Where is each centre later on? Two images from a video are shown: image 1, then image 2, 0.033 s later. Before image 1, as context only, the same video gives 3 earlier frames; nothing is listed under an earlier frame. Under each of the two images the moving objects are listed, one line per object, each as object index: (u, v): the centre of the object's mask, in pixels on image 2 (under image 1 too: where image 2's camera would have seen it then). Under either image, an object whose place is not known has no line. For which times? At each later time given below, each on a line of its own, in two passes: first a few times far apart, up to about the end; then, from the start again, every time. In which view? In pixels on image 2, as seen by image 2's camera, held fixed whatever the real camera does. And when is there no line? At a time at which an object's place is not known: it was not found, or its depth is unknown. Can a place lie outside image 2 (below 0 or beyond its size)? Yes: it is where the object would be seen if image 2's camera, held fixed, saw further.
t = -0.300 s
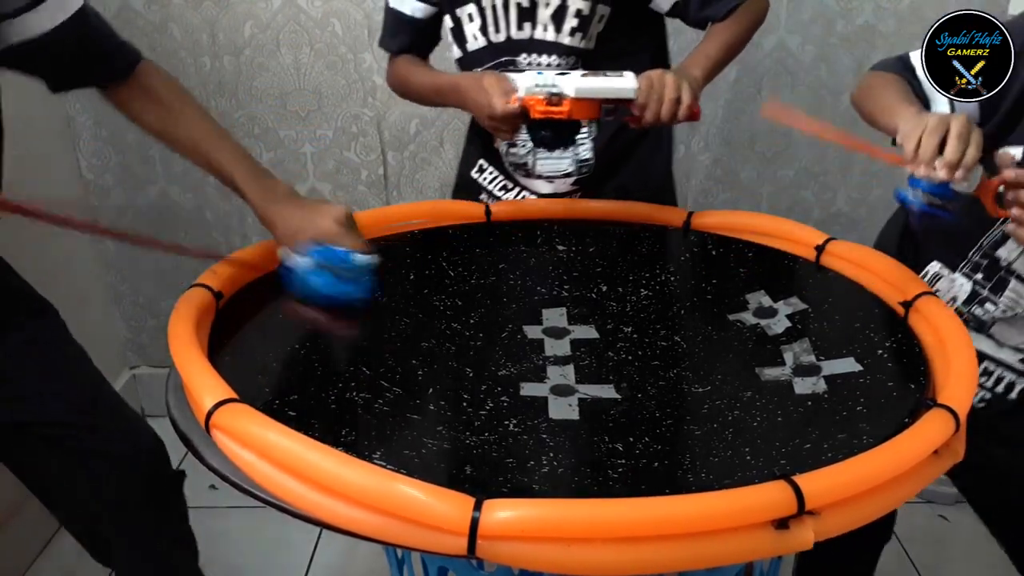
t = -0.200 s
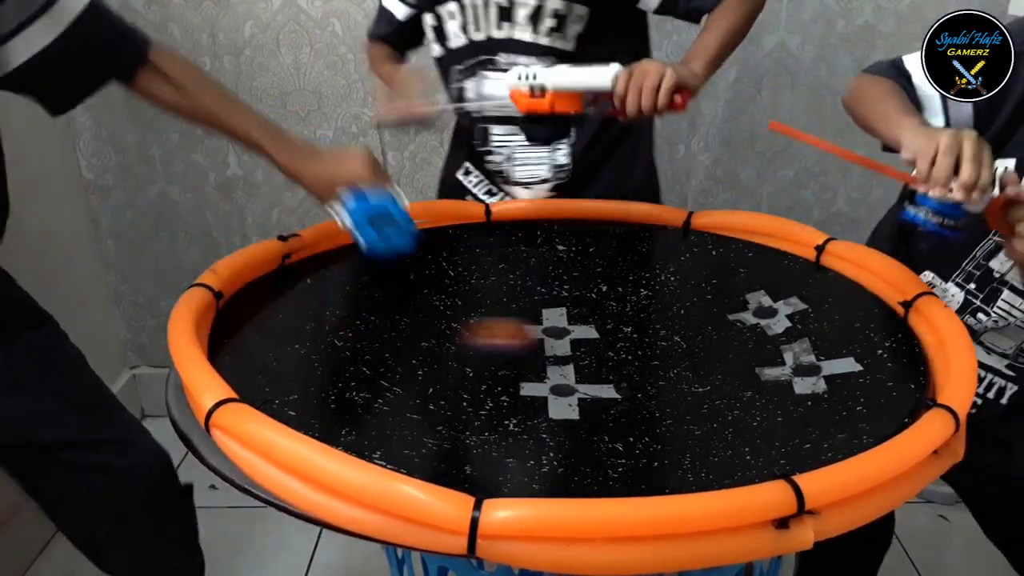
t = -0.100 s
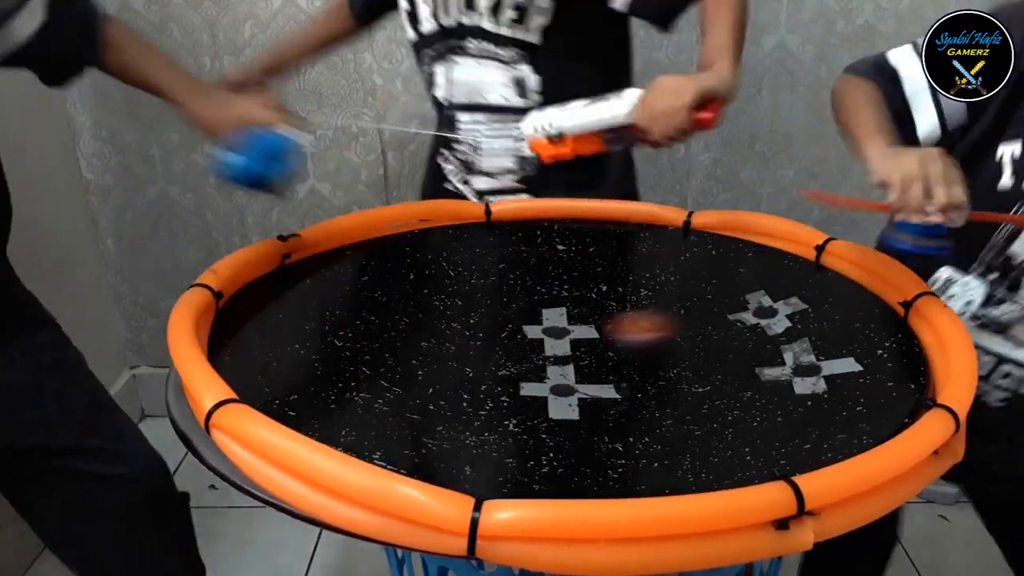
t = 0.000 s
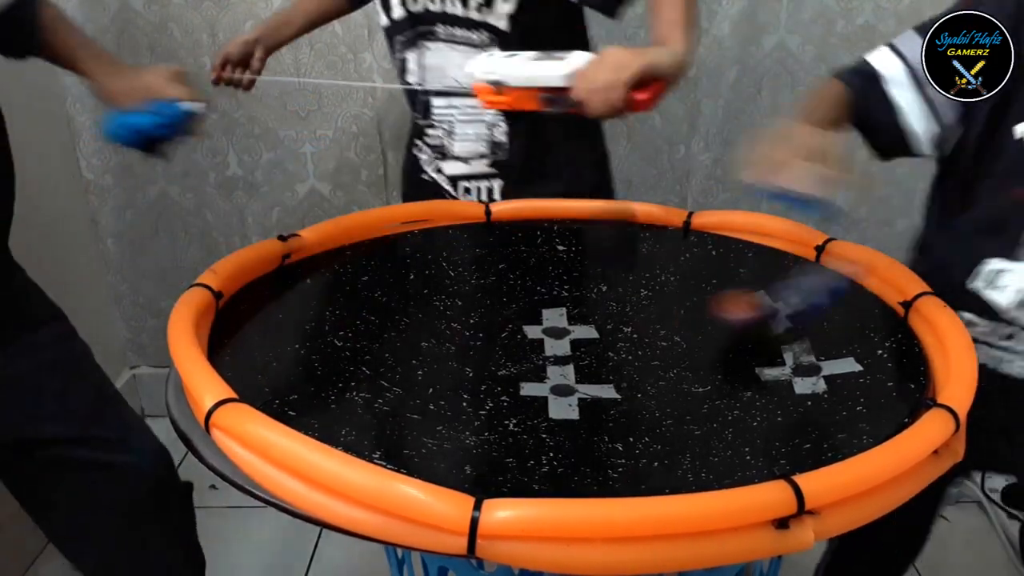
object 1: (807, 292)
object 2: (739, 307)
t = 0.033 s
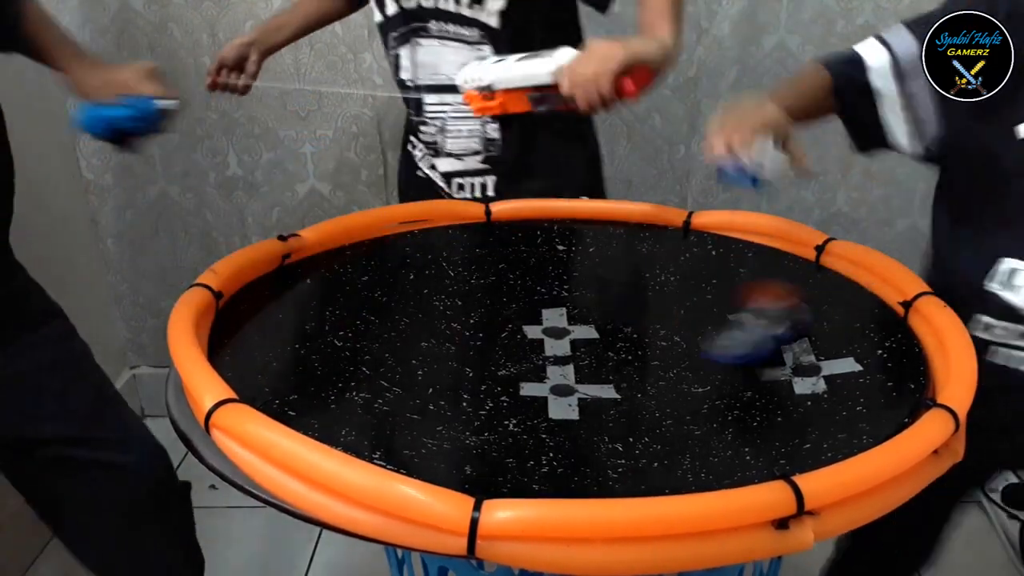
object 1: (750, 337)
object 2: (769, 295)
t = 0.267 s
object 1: (357, 342)
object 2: (817, 240)
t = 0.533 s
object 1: (322, 278)
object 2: (659, 277)
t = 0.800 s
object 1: (449, 245)
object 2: (522, 310)
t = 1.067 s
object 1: (544, 248)
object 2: (503, 363)
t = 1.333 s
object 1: (609, 274)
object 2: (621, 349)
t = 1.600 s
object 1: (615, 232)
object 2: (686, 329)
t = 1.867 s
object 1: (622, 222)
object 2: (681, 328)
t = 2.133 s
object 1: (619, 249)
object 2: (655, 326)
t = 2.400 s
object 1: (588, 302)
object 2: (621, 333)
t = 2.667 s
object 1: (485, 270)
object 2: (691, 385)
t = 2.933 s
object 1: (526, 257)
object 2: (787, 375)
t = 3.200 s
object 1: (597, 270)
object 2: (743, 348)
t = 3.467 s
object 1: (659, 291)
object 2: (641, 341)
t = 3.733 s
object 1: (706, 316)
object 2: (531, 345)
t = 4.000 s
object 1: (723, 344)
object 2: (472, 353)
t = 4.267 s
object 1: (707, 378)
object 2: (481, 356)
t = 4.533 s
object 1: (649, 393)
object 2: (498, 346)
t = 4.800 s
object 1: (570, 379)
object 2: (517, 323)
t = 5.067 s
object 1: (487, 368)
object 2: (537, 304)
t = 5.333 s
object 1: (453, 342)
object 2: (536, 289)
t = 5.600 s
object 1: (469, 315)
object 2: (550, 289)
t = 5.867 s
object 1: (502, 299)
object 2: (577, 285)
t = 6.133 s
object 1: (417, 304)
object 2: (704, 265)
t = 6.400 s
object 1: (392, 316)
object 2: (748, 260)
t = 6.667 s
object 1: (427, 337)
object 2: (762, 278)
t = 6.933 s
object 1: (497, 347)
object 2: (746, 317)
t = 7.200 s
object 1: (548, 340)
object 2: (694, 362)
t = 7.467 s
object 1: (563, 316)
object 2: (627, 394)
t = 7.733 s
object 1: (561, 295)
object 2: (567, 403)
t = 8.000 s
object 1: (558, 288)
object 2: (520, 395)
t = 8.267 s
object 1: (559, 303)
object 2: (489, 365)
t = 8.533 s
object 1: (543, 315)
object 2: (473, 321)
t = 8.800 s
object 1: (521, 321)
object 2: (472, 277)
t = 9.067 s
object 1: (523, 330)
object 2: (484, 258)
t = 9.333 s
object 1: (453, 325)
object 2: (508, 255)
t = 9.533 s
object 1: (433, 324)
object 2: (533, 263)
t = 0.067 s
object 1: (690, 336)
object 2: (792, 289)
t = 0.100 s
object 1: (637, 329)
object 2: (809, 279)
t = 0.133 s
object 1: (574, 337)
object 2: (820, 269)
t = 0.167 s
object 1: (504, 357)
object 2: (828, 259)
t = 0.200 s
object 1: (455, 353)
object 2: (832, 249)
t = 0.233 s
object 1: (402, 349)
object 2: (827, 243)
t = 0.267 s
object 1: (357, 342)
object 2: (817, 240)
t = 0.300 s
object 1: (313, 336)
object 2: (803, 241)
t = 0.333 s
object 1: (271, 326)
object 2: (787, 252)
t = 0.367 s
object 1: (249, 314)
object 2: (766, 257)
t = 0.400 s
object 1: (258, 302)
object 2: (747, 261)
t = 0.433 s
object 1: (273, 298)
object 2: (724, 265)
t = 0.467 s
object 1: (288, 291)
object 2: (703, 269)
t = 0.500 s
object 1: (305, 284)
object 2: (680, 273)
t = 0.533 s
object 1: (322, 278)
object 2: (659, 277)
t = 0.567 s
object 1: (338, 272)
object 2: (638, 279)
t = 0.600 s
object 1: (354, 266)
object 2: (619, 281)
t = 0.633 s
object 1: (371, 260)
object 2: (599, 284)
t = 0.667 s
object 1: (386, 256)
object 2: (580, 288)
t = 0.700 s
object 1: (403, 253)
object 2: (564, 292)
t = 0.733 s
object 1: (418, 249)
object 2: (549, 298)
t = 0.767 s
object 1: (434, 247)
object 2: (534, 303)
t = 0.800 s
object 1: (449, 245)
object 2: (522, 310)
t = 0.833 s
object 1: (463, 244)
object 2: (511, 316)
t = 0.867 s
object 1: (478, 242)
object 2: (503, 322)
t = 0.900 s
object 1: (491, 242)
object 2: (496, 328)
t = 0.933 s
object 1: (502, 243)
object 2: (493, 335)
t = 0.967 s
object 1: (513, 244)
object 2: (491, 342)
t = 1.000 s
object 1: (524, 245)
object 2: (492, 348)
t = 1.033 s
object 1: (534, 246)
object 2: (495, 355)
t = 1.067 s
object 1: (544, 248)
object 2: (503, 363)
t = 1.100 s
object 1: (552, 250)
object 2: (510, 369)
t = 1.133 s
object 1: (560, 253)
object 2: (520, 373)
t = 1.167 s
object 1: (568, 255)
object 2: (532, 379)
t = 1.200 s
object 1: (578, 259)
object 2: (547, 380)
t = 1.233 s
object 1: (585, 262)
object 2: (565, 379)
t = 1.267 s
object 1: (593, 266)
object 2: (586, 371)
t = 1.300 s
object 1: (602, 270)
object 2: (605, 360)
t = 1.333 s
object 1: (609, 274)
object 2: (621, 349)
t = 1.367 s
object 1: (616, 278)
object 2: (634, 336)
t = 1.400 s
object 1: (624, 283)
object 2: (642, 323)
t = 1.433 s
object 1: (628, 284)
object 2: (649, 314)
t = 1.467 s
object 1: (627, 274)
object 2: (659, 316)
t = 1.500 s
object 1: (623, 260)
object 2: (670, 321)
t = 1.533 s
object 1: (620, 249)
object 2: (678, 324)
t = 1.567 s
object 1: (618, 239)
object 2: (683, 326)
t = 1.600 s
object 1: (615, 232)
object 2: (686, 329)
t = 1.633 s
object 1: (614, 227)
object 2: (687, 329)
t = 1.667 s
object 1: (615, 223)
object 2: (688, 329)
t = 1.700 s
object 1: (615, 221)
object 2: (688, 330)
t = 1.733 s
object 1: (617, 220)
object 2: (687, 330)
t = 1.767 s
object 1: (618, 219)
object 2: (686, 329)
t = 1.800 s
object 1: (620, 220)
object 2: (685, 328)
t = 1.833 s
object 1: (621, 221)
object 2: (683, 328)
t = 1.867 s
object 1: (622, 222)
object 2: (681, 328)
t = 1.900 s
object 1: (623, 224)
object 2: (678, 326)
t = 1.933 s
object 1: (624, 227)
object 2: (676, 326)
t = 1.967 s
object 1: (626, 229)
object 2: (674, 326)
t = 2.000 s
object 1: (626, 231)
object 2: (671, 325)
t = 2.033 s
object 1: (625, 235)
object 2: (667, 325)
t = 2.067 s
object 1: (623, 239)
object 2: (663, 325)
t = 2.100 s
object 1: (622, 243)
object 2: (659, 325)
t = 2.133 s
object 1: (619, 249)
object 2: (655, 326)
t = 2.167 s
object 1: (616, 254)
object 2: (651, 327)
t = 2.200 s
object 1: (613, 261)
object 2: (646, 328)
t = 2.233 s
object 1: (610, 268)
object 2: (642, 328)
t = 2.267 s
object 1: (606, 275)
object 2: (637, 329)
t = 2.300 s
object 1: (602, 281)
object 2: (633, 331)
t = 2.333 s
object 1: (598, 288)
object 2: (628, 331)
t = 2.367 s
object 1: (593, 295)
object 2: (624, 332)
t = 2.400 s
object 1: (588, 302)
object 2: (621, 333)
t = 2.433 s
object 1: (583, 309)
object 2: (617, 335)
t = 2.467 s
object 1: (576, 313)
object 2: (619, 340)
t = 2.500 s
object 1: (555, 302)
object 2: (631, 352)
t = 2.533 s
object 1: (532, 297)
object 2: (642, 363)
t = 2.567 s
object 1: (513, 289)
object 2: (654, 371)
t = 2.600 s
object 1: (496, 284)
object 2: (665, 376)
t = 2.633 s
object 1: (487, 276)
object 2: (678, 380)
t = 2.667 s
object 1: (485, 270)
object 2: (691, 385)
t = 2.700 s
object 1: (485, 264)
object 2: (703, 386)
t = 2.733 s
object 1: (487, 260)
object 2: (717, 388)
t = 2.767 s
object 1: (490, 257)
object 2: (730, 388)
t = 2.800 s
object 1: (495, 256)
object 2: (744, 386)
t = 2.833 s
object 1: (502, 255)
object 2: (758, 385)
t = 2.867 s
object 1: (509, 255)
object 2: (770, 382)
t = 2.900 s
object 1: (517, 256)
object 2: (780, 379)
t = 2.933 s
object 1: (526, 257)
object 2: (787, 375)
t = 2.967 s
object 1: (534, 258)
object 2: (789, 371)
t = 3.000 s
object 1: (542, 259)
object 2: (787, 367)
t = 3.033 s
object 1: (552, 261)
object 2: (784, 363)
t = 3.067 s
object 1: (562, 263)
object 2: (780, 361)
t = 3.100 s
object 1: (570, 264)
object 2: (772, 357)
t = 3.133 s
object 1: (579, 266)
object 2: (763, 353)
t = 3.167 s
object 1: (588, 268)
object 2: (754, 351)
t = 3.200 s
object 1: (597, 270)
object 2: (743, 348)
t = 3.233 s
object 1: (604, 272)
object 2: (734, 346)
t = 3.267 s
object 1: (612, 275)
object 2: (723, 343)
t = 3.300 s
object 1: (621, 277)
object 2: (714, 342)
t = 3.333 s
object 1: (628, 279)
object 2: (702, 342)
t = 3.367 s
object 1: (636, 282)
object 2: (688, 342)
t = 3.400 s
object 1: (644, 285)
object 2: (672, 341)
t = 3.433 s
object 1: (652, 288)
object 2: (657, 341)
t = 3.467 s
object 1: (659, 291)
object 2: (641, 341)
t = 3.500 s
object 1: (666, 294)
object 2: (626, 341)
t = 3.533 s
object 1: (672, 297)
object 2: (611, 341)
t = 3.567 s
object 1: (678, 300)
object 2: (597, 342)
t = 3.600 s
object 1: (685, 303)
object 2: (583, 342)
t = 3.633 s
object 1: (691, 306)
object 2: (569, 343)
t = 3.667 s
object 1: (696, 309)
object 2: (556, 345)
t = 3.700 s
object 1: (701, 313)
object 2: (545, 345)
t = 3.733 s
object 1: (706, 316)
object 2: (531, 345)
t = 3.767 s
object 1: (710, 320)
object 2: (520, 347)
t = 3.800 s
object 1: (713, 323)
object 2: (511, 346)
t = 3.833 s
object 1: (716, 327)
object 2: (502, 346)
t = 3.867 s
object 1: (719, 330)
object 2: (494, 348)
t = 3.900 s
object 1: (722, 334)
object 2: (486, 350)
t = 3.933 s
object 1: (723, 338)
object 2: (480, 351)
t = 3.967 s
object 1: (723, 341)
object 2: (476, 352)
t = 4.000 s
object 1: (723, 344)
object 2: (472, 353)
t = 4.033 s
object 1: (721, 348)
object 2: (472, 355)
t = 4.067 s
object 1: (719, 352)
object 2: (471, 357)
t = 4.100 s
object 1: (715, 355)
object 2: (472, 357)
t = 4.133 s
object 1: (712, 358)
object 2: (474, 358)
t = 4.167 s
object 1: (714, 364)
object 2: (476, 357)
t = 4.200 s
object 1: (713, 370)
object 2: (478, 356)
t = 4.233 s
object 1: (711, 374)
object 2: (479, 356)
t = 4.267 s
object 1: (707, 378)
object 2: (481, 356)
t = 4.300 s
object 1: (703, 381)
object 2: (483, 355)
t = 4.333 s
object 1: (697, 384)
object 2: (486, 354)
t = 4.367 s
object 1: (691, 387)
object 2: (488, 353)
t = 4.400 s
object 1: (684, 389)
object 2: (492, 352)
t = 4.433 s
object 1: (676, 391)
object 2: (494, 351)
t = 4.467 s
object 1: (668, 392)
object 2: (496, 349)
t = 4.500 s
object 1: (659, 393)
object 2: (498, 347)
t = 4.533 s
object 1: (649, 393)
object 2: (498, 346)
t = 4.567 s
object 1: (639, 393)
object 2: (499, 344)
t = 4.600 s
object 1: (629, 392)
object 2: (499, 343)
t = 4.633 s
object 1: (619, 391)
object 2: (500, 341)
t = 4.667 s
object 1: (610, 389)
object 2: (502, 338)
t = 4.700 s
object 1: (601, 387)
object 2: (506, 334)
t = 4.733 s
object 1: (591, 384)
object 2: (509, 331)
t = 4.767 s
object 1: (582, 381)
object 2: (513, 327)
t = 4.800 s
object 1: (570, 379)
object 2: (517, 323)
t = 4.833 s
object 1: (554, 381)
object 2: (520, 319)
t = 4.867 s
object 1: (542, 381)
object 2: (521, 316)
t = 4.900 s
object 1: (530, 380)
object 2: (524, 313)
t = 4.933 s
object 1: (518, 378)
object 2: (527, 309)
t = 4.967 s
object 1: (511, 375)
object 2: (530, 308)
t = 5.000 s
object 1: (503, 373)
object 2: (533, 307)
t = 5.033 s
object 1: (494, 371)
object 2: (534, 306)
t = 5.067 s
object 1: (487, 368)
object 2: (537, 304)
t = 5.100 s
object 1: (481, 365)
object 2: (538, 301)
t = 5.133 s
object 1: (475, 362)
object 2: (537, 298)
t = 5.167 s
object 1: (470, 359)
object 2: (536, 295)
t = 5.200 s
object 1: (465, 356)
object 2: (536, 293)
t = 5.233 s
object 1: (460, 353)
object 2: (536, 291)
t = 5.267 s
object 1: (456, 349)
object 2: (536, 290)
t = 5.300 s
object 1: (454, 346)
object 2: (536, 289)
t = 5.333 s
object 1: (453, 342)
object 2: (536, 289)
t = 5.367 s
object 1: (452, 339)
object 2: (537, 288)
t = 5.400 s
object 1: (452, 335)
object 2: (538, 288)
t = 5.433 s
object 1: (453, 331)
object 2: (540, 288)
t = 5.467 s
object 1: (455, 327)
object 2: (541, 288)
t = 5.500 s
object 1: (458, 325)
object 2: (542, 288)
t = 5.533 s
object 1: (461, 321)
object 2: (545, 288)
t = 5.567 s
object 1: (465, 318)
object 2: (547, 288)
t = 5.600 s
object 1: (469, 315)
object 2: (550, 289)
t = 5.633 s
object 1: (474, 313)
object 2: (552, 289)
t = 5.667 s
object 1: (479, 310)
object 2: (554, 288)
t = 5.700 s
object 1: (484, 308)
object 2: (558, 287)
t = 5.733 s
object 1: (491, 305)
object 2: (560, 287)
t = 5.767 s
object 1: (497, 303)
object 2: (562, 286)
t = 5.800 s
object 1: (503, 301)
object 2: (564, 287)
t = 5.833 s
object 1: (510, 300)
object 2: (565, 286)
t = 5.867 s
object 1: (502, 299)
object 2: (577, 285)
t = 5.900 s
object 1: (484, 300)
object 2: (599, 281)
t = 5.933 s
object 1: (468, 301)
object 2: (617, 279)
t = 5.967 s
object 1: (454, 302)
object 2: (636, 276)
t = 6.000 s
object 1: (443, 303)
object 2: (652, 274)
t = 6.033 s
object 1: (435, 304)
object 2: (667, 272)
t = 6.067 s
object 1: (428, 303)
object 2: (680, 269)
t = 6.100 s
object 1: (422, 304)
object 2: (692, 266)
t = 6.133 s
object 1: (417, 304)
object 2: (704, 265)
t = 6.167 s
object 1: (411, 305)
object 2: (713, 263)
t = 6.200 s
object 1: (407, 306)
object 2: (721, 261)
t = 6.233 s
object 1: (403, 307)
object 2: (727, 260)
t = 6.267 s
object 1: (399, 308)
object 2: (734, 259)
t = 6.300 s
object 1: (396, 310)
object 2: (738, 259)
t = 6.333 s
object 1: (394, 312)
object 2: (743, 259)
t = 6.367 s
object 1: (392, 314)
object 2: (745, 259)
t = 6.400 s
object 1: (392, 316)
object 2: (748, 260)
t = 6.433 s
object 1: (393, 319)
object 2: (750, 261)
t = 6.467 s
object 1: (395, 321)
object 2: (753, 262)
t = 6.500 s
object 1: (398, 324)
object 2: (755, 264)
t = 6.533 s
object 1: (401, 327)
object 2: (757, 266)
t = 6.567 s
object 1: (407, 329)
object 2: (758, 269)
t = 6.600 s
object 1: (412, 332)
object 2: (759, 271)
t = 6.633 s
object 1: (419, 335)
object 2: (761, 274)
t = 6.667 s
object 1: (427, 337)
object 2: (762, 278)
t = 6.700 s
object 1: (434, 339)
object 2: (762, 281)
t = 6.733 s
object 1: (442, 341)
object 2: (760, 285)
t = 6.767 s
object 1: (451, 343)
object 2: (758, 290)
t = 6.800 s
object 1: (459, 345)
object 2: (756, 296)
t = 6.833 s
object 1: (468, 345)
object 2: (754, 302)
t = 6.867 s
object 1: (478, 346)
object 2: (753, 306)
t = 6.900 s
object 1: (487, 347)
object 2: (749, 312)
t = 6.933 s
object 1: (497, 347)
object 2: (746, 317)
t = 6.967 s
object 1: (506, 347)
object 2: (742, 322)
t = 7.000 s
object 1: (514, 346)
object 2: (737, 328)
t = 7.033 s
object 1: (524, 346)
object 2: (731, 333)
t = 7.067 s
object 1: (536, 343)
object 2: (723, 340)
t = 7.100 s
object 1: (543, 342)
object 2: (717, 345)
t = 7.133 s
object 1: (544, 341)
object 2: (710, 351)
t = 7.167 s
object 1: (545, 341)
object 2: (702, 356)
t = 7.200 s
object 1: (548, 340)
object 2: (694, 362)
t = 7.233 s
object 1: (552, 338)
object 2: (686, 368)
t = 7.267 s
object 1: (558, 335)
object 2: (678, 372)
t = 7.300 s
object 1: (562, 332)
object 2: (671, 377)
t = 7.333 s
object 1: (566, 329)
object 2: (661, 381)
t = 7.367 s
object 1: (564, 325)
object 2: (652, 385)
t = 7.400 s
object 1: (563, 323)
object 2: (644, 388)
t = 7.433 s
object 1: (563, 319)
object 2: (635, 391)
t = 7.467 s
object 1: (563, 316)
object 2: (627, 394)
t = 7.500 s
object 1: (563, 314)
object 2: (618, 397)
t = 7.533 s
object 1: (564, 312)
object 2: (610, 398)
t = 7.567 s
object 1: (565, 308)
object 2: (602, 399)
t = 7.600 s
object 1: (564, 306)
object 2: (595, 401)
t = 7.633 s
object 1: (563, 303)
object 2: (587, 401)
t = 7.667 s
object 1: (562, 300)
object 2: (580, 402)
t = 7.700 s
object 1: (562, 298)
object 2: (574, 403)
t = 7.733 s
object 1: (561, 295)
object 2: (567, 403)
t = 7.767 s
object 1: (560, 293)
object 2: (560, 403)
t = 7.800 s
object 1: (559, 292)
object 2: (555, 403)
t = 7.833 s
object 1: (558, 290)
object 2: (548, 402)
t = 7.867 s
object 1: (557, 289)
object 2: (542, 400)
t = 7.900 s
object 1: (557, 288)
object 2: (537, 399)
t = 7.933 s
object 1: (557, 287)
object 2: (530, 398)
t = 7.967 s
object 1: (557, 287)
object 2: (525, 396)
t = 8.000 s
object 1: (558, 288)
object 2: (520, 395)
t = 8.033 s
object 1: (559, 288)
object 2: (515, 392)
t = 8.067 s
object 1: (559, 289)
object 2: (510, 389)
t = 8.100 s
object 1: (559, 291)
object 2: (505, 386)
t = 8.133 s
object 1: (560, 292)
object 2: (501, 383)
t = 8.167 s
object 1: (559, 294)
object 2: (498, 379)
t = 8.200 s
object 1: (560, 297)
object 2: (494, 375)
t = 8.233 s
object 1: (559, 300)
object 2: (491, 370)
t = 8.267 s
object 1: (559, 303)
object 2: (489, 365)
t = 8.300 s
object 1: (559, 306)
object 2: (486, 361)
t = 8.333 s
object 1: (560, 309)
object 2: (483, 355)
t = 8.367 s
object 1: (560, 311)
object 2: (481, 351)
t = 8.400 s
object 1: (558, 313)
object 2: (479, 344)
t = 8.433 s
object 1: (555, 313)
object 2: (478, 339)
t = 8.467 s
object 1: (551, 314)
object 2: (476, 332)
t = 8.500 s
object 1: (547, 315)
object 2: (473, 326)
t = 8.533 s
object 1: (543, 315)
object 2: (473, 321)
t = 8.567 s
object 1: (540, 316)
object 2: (472, 314)
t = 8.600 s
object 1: (536, 316)
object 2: (471, 309)
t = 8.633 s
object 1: (534, 317)
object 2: (471, 302)
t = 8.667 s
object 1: (529, 318)
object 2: (471, 297)
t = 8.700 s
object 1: (527, 318)
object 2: (471, 291)
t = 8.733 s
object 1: (524, 319)
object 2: (471, 286)
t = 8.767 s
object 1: (522, 320)
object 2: (471, 281)
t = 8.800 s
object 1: (521, 321)
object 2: (472, 277)
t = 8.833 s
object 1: (520, 322)
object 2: (472, 274)
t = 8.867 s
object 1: (519, 323)
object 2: (473, 270)
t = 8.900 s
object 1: (520, 324)
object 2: (475, 267)
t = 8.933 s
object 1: (519, 326)
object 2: (476, 264)
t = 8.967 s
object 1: (520, 327)
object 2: (478, 262)
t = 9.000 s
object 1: (521, 328)
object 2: (480, 261)
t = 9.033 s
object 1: (523, 329)
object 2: (482, 259)
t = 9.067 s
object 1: (523, 330)
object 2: (484, 258)
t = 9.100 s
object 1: (526, 332)
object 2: (486, 257)
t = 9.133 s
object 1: (521, 332)
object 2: (488, 256)
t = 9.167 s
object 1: (507, 332)
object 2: (490, 255)
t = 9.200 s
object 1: (491, 331)
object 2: (493, 255)
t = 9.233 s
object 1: (479, 329)
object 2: (496, 254)
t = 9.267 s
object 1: (468, 327)
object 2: (500, 254)
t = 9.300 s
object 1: (459, 326)
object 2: (504, 255)
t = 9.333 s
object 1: (453, 325)
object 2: (508, 255)
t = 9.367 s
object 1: (448, 325)
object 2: (512, 256)
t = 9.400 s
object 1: (444, 324)
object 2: (516, 257)
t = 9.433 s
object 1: (440, 324)
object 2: (520, 259)
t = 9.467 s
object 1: (437, 323)
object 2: (524, 259)
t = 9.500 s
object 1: (435, 324)
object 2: (528, 261)
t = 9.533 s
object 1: (433, 324)
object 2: (533, 263)
